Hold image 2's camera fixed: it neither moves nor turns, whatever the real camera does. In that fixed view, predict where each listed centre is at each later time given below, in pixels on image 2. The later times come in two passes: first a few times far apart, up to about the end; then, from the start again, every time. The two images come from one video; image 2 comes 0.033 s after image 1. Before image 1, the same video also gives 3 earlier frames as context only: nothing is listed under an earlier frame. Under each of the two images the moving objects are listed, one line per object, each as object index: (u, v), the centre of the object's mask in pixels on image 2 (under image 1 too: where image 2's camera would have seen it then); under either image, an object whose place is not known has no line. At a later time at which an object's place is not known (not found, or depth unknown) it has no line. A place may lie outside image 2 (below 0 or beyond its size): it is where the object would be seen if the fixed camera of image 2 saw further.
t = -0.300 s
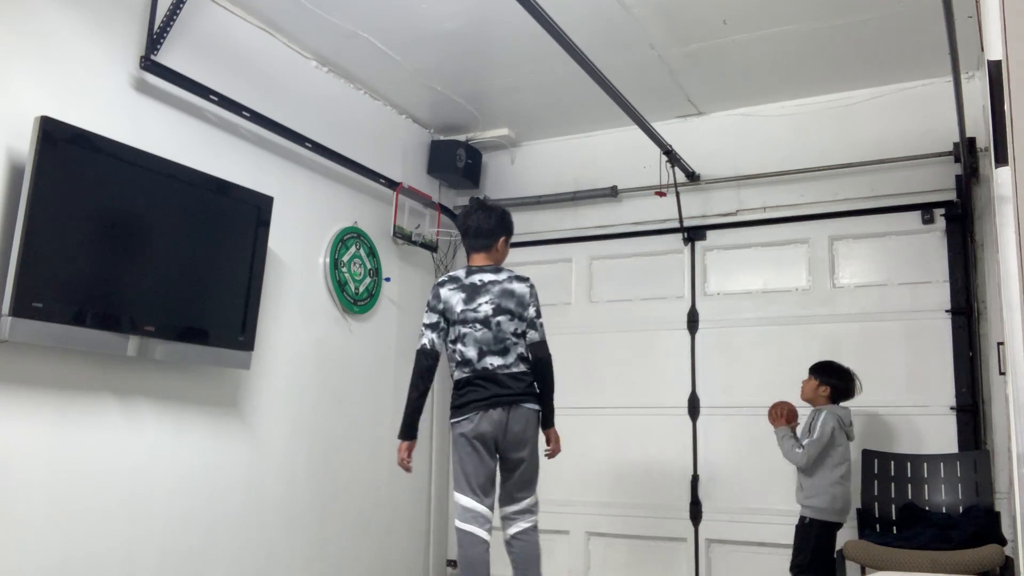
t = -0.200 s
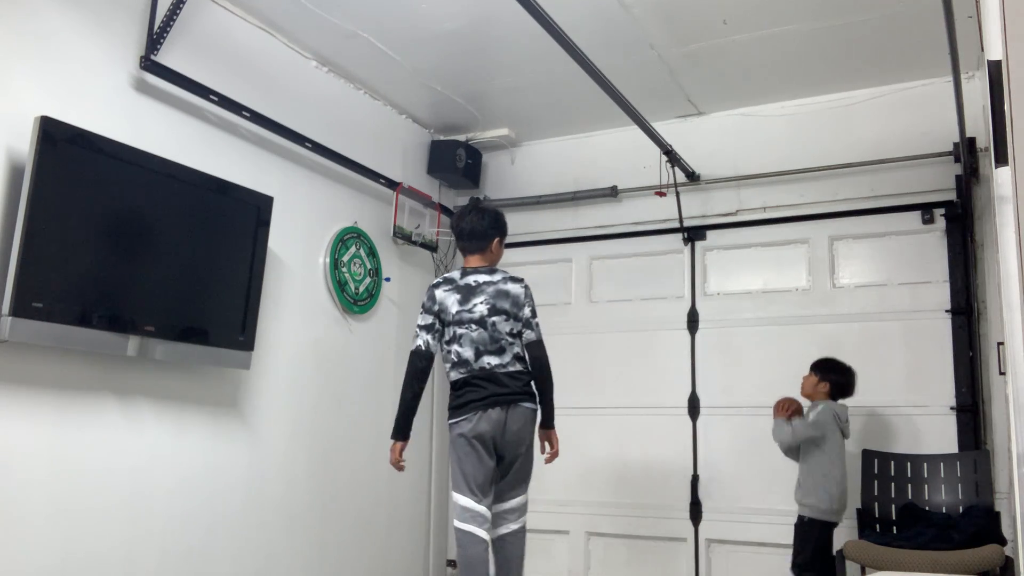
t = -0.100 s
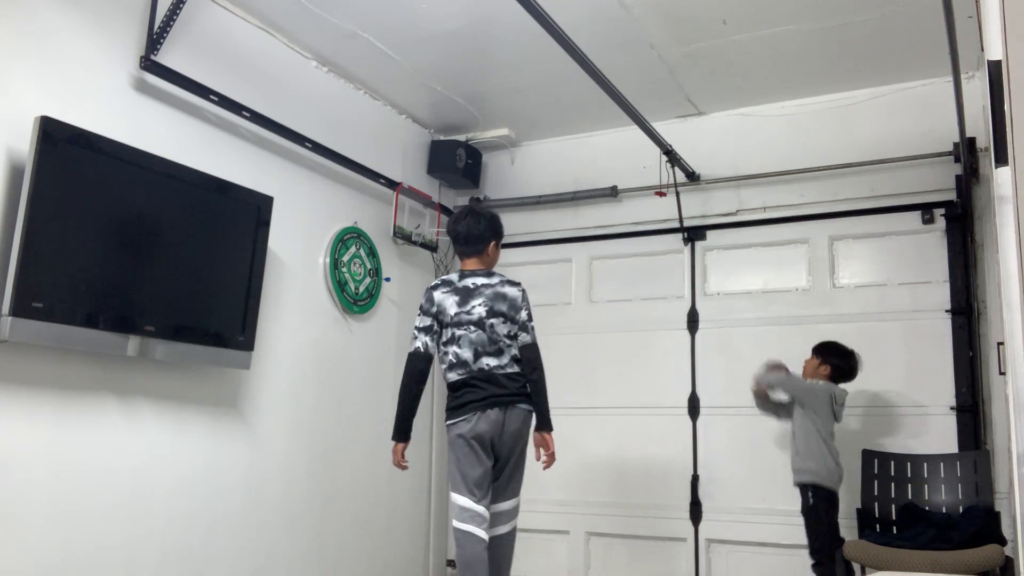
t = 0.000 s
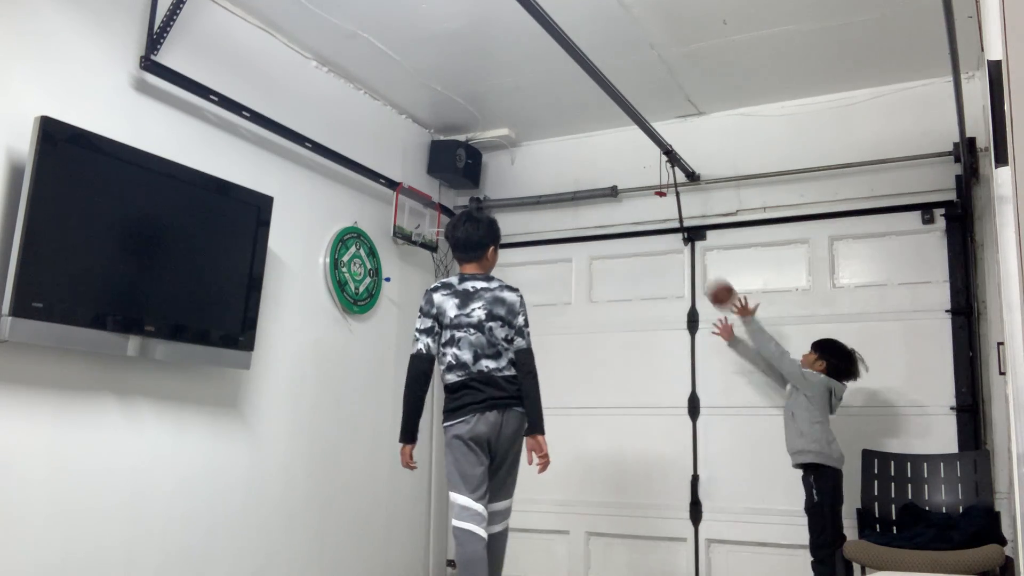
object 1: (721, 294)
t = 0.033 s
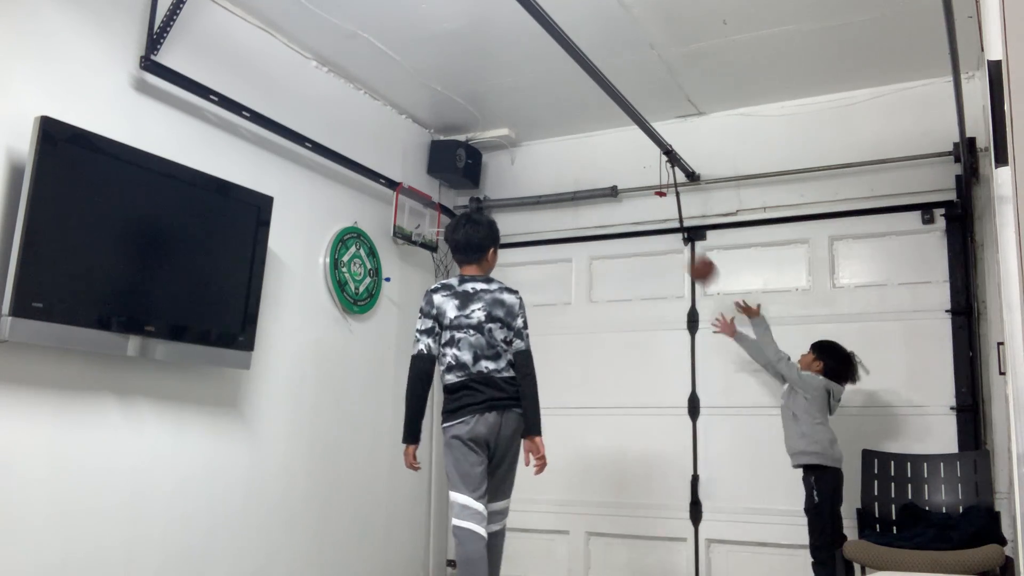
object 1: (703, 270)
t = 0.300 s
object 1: (567, 170)
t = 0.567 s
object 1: (449, 207)
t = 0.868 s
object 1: (452, 177)
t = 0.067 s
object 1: (683, 248)
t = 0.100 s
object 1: (665, 229)
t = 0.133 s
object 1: (648, 213)
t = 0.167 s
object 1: (631, 199)
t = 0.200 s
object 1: (615, 189)
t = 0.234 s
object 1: (599, 180)
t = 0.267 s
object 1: (583, 174)
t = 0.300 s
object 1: (567, 170)
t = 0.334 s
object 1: (552, 167)
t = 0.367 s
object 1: (537, 167)
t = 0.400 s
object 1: (522, 169)
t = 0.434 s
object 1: (507, 173)
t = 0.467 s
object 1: (492, 179)
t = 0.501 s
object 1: (477, 186)
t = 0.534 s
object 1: (465, 196)
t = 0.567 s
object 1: (449, 207)
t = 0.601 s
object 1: (437, 218)
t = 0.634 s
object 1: (432, 219)
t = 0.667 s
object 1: (435, 209)
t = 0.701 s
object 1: (438, 199)
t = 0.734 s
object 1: (441, 190)
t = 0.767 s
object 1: (444, 184)
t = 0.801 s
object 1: (446, 180)
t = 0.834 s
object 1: (449, 177)
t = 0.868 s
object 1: (452, 177)
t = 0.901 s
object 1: (454, 178)
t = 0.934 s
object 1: (456, 181)
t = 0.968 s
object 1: (459, 186)
